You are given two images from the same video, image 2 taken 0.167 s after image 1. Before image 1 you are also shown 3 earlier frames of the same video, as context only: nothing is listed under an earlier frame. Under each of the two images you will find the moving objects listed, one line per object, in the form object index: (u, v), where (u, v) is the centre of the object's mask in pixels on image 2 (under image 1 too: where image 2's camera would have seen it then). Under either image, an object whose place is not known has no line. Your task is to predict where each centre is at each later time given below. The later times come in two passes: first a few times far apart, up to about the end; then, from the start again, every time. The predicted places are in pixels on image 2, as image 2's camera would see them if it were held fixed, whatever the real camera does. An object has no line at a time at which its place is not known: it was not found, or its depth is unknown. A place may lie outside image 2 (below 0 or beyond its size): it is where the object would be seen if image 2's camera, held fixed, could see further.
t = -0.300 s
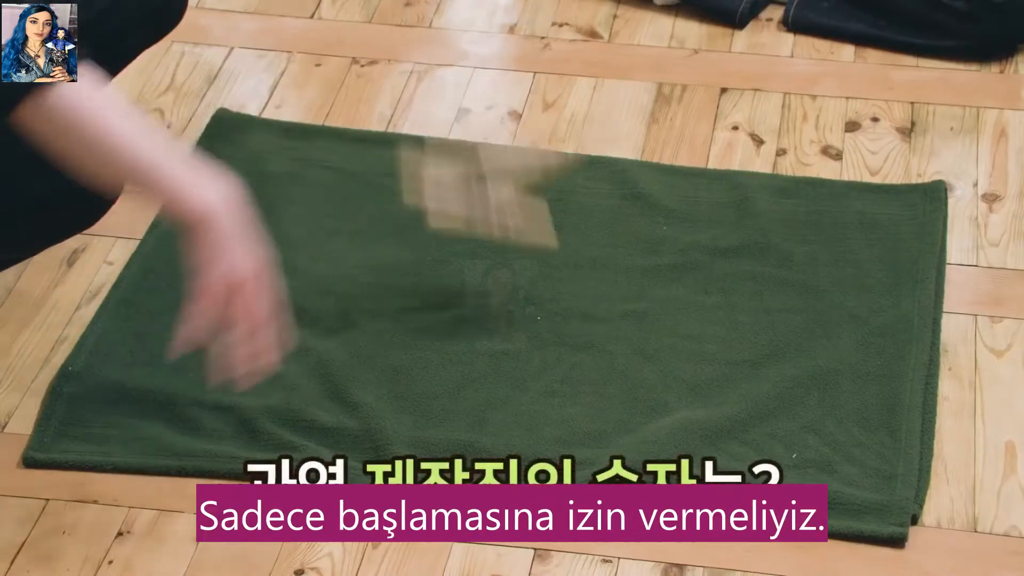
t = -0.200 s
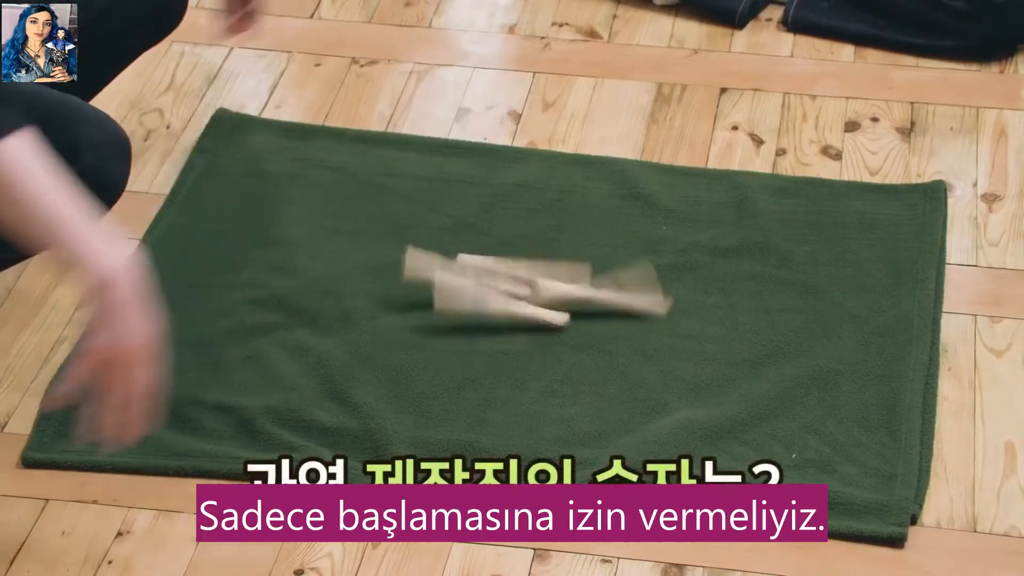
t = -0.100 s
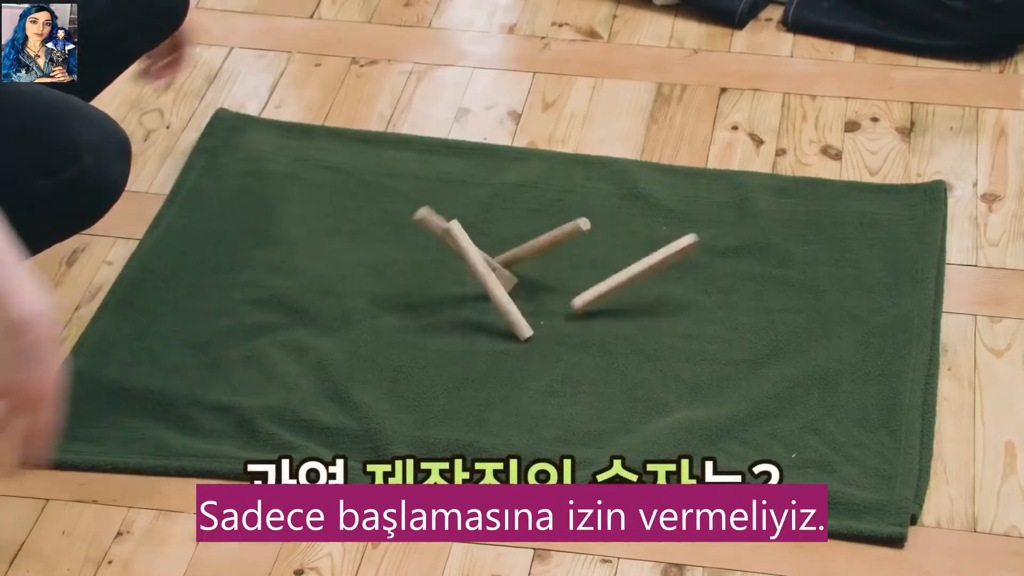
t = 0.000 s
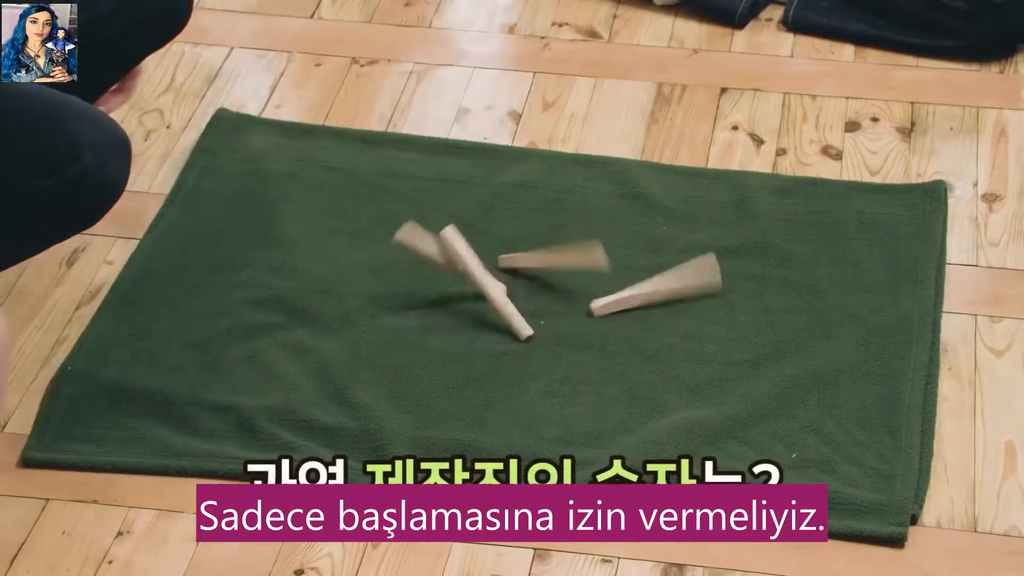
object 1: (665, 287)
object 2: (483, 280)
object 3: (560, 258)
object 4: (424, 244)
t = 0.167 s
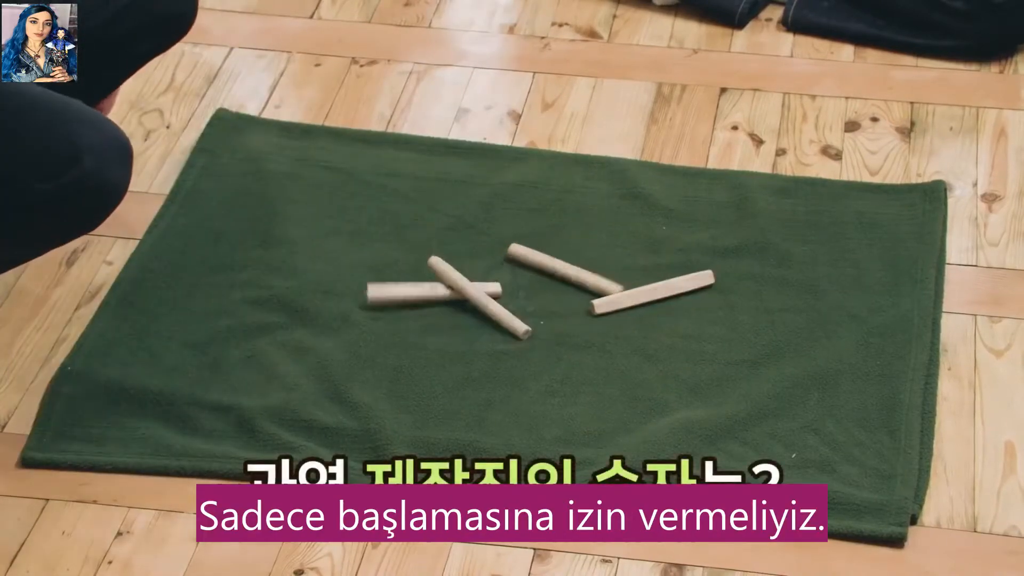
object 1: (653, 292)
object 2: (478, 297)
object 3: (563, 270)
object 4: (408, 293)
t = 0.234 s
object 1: (652, 292)
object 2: (476, 299)
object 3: (566, 269)
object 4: (424, 297)
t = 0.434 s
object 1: (653, 292)
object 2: (471, 303)
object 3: (565, 270)
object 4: (426, 297)
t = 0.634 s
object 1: (653, 293)
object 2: (472, 303)
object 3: (563, 271)
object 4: (426, 297)
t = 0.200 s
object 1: (653, 292)
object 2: (477, 299)
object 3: (566, 270)
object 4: (423, 297)
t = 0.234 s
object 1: (652, 292)
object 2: (476, 299)
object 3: (566, 269)
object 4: (424, 297)
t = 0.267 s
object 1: (653, 292)
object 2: (475, 300)
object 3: (567, 269)
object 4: (424, 297)
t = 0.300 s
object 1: (653, 292)
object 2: (474, 301)
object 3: (567, 269)
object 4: (425, 297)
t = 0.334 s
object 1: (653, 292)
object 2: (473, 302)
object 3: (567, 269)
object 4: (425, 297)
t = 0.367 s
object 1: (653, 292)
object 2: (472, 303)
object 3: (566, 269)
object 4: (426, 297)
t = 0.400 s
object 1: (653, 292)
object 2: (471, 303)
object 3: (565, 270)
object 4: (426, 297)
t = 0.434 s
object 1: (653, 292)
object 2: (471, 303)
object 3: (565, 270)
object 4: (426, 297)
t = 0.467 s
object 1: (653, 292)
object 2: (471, 303)
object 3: (564, 271)
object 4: (426, 297)
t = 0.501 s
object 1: (653, 293)
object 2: (471, 303)
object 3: (563, 271)
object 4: (426, 297)
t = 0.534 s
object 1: (653, 293)
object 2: (471, 303)
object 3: (563, 272)
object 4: (426, 297)
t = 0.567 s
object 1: (653, 293)
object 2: (471, 303)
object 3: (563, 272)
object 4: (426, 297)
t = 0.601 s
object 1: (653, 293)
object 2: (472, 303)
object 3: (563, 272)
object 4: (426, 297)
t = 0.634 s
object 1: (653, 293)
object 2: (472, 303)
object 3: (563, 271)
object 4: (426, 297)
